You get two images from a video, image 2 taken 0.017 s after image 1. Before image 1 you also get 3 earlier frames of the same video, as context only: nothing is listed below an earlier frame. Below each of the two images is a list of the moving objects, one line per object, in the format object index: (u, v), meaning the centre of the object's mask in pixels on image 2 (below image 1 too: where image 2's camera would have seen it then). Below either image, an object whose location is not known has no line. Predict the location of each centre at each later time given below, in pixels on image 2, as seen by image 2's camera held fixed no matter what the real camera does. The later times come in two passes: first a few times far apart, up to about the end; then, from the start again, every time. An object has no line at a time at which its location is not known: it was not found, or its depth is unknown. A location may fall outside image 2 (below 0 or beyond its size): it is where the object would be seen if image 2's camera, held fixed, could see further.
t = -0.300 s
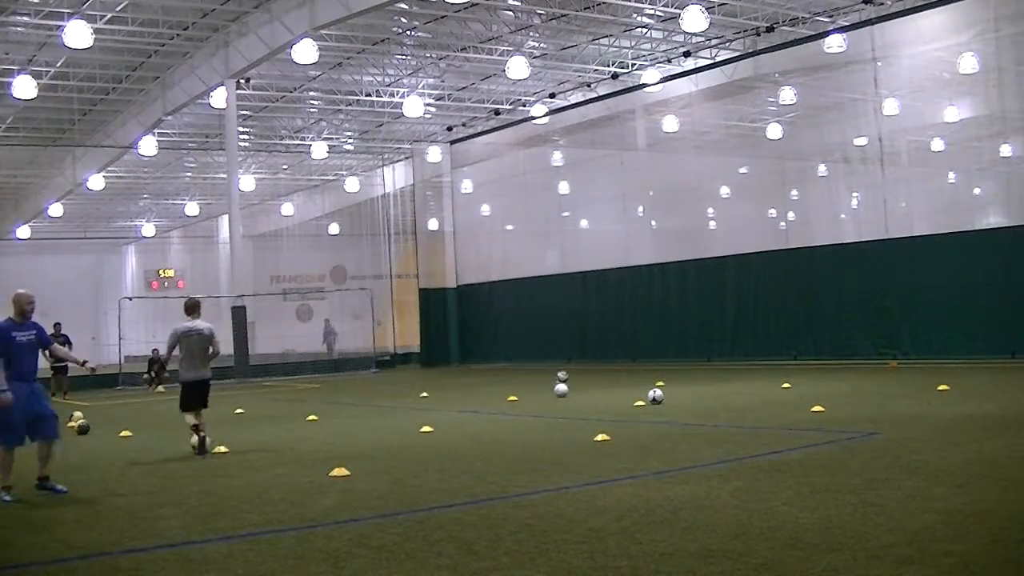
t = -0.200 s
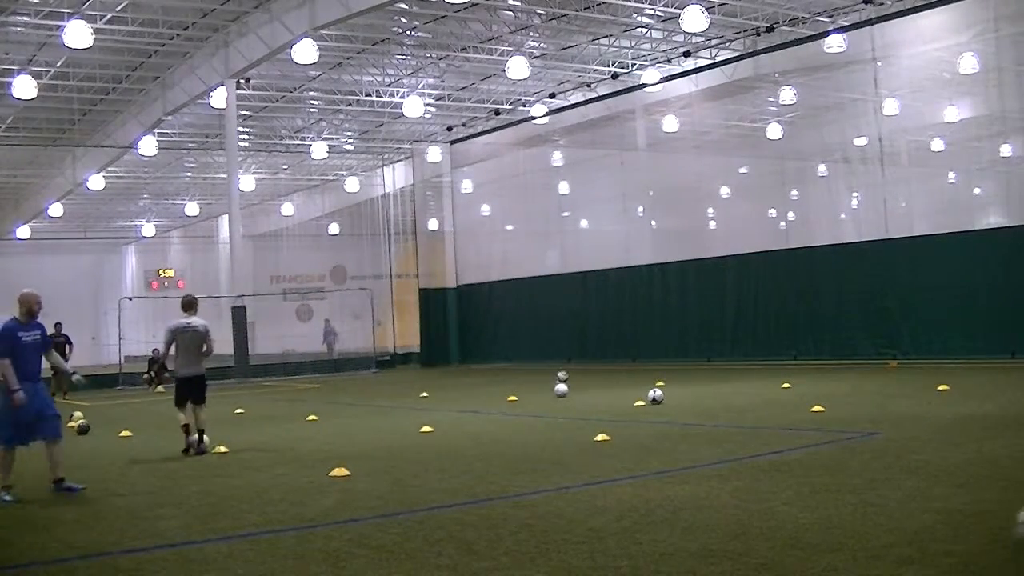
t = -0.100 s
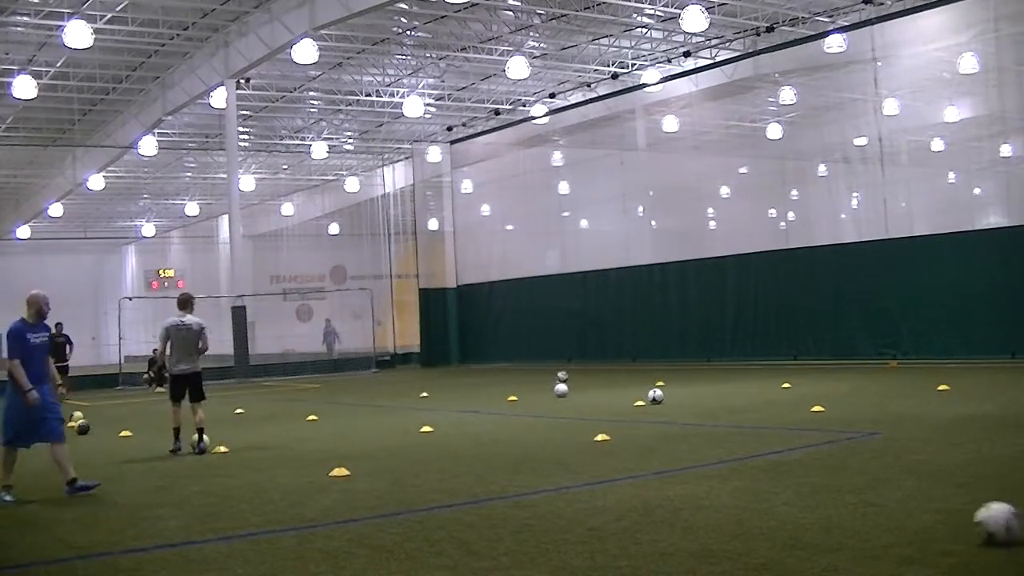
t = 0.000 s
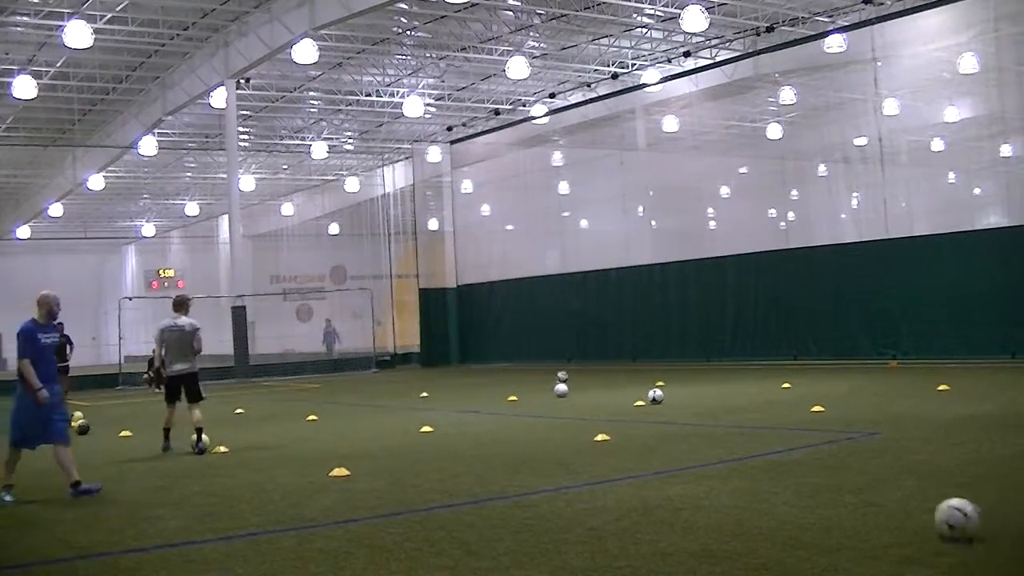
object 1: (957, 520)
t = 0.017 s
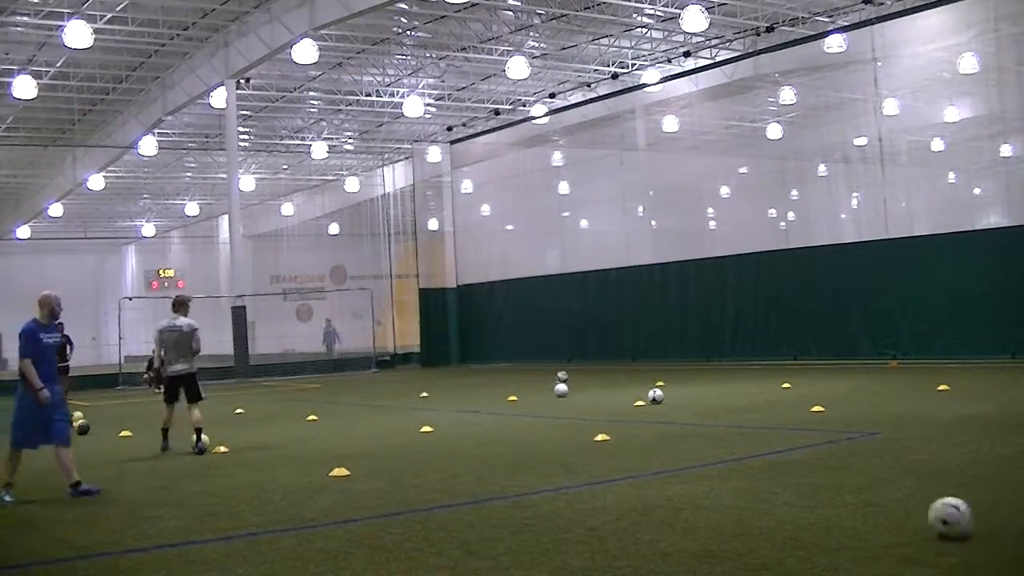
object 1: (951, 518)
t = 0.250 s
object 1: (870, 509)
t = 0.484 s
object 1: (800, 501)
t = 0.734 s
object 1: (737, 495)
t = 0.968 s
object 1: (684, 488)
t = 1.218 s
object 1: (637, 482)
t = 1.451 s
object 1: (598, 479)
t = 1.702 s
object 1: (561, 475)
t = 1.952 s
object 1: (528, 471)
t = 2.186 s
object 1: (501, 469)
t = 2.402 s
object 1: (479, 465)
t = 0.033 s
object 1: (945, 518)
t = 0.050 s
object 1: (937, 518)
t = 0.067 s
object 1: (933, 516)
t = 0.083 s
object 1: (927, 516)
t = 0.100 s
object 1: (920, 515)
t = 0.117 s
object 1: (914, 515)
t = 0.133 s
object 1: (908, 514)
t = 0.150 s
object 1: (903, 513)
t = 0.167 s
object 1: (898, 512)
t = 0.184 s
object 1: (892, 511)
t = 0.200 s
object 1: (887, 511)
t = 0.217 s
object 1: (881, 510)
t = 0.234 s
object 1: (876, 509)
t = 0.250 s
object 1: (870, 509)
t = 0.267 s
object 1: (864, 509)
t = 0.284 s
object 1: (859, 509)
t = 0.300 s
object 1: (852, 508)
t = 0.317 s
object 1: (848, 507)
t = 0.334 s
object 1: (843, 506)
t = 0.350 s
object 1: (839, 506)
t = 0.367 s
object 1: (834, 505)
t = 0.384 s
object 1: (828, 505)
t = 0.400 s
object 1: (823, 505)
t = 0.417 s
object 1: (818, 504)
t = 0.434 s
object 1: (813, 503)
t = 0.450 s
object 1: (809, 502)
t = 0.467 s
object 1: (805, 502)
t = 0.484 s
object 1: (800, 501)
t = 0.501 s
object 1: (793, 501)
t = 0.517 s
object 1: (789, 500)
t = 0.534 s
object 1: (786, 500)
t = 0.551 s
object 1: (781, 499)
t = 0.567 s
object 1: (777, 498)
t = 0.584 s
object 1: (772, 496)
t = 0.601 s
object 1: (767, 496)
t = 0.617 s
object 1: (763, 497)
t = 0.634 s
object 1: (759, 496)
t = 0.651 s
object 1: (755, 496)
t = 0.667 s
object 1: (751, 496)
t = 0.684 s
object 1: (748, 496)
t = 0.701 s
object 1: (744, 496)
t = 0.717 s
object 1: (741, 495)
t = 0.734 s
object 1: (737, 495)
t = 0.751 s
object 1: (734, 495)
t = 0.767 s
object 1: (729, 493)
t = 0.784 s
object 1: (725, 493)
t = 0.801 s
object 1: (722, 493)
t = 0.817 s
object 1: (717, 492)
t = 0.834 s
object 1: (713, 492)
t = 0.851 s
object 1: (710, 492)
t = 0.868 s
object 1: (705, 491)
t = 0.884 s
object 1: (702, 491)
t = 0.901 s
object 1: (699, 490)
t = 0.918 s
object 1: (695, 490)
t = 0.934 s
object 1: (692, 489)
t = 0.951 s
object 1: (688, 488)
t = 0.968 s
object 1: (684, 488)
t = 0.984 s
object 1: (681, 488)
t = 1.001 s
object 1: (678, 488)
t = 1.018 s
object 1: (675, 488)
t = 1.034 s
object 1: (671, 487)
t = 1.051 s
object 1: (668, 487)
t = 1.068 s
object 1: (665, 486)
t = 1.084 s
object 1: (662, 486)
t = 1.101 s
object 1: (659, 486)
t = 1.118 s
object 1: (656, 485)
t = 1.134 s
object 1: (653, 484)
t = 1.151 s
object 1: (649, 484)
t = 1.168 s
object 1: (646, 483)
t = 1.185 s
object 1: (643, 483)
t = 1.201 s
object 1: (640, 483)
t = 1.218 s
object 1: (637, 482)
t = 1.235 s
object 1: (634, 482)
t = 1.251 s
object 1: (631, 482)
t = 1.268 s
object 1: (628, 481)
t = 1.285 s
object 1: (624, 481)
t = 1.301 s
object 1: (622, 480)
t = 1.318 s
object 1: (619, 480)
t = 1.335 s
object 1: (616, 480)
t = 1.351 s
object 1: (613, 481)
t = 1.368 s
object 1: (611, 480)
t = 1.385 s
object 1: (607, 480)
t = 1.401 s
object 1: (606, 479)
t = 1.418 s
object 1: (602, 480)
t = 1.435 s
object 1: (600, 480)
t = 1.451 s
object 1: (598, 479)
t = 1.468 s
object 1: (596, 478)
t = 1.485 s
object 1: (593, 478)
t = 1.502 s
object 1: (591, 478)
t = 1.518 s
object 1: (589, 477)
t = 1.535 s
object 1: (586, 477)
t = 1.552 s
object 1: (583, 477)
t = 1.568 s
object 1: (580, 477)
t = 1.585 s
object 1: (578, 477)
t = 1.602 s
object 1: (576, 476)
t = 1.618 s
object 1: (573, 476)
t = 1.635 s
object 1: (570, 476)
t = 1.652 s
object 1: (568, 475)
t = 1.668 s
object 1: (566, 475)
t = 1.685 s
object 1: (563, 475)
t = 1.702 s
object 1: (561, 475)
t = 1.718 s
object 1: (559, 475)
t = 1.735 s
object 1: (557, 474)
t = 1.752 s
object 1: (554, 474)
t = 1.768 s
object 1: (552, 474)
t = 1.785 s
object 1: (550, 474)
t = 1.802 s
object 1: (548, 474)
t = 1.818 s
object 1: (546, 474)
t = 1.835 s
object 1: (544, 473)
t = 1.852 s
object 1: (542, 473)
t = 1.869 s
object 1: (540, 472)
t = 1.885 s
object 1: (537, 472)
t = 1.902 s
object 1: (535, 472)
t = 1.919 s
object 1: (533, 472)
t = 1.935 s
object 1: (530, 471)
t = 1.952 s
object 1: (528, 471)
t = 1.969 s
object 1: (526, 471)
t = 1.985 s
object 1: (524, 471)
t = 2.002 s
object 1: (522, 471)
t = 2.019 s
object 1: (520, 471)
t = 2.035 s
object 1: (518, 470)
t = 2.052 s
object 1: (516, 470)
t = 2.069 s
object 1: (514, 470)
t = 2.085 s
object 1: (513, 469)
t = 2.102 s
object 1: (511, 469)
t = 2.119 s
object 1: (508, 468)
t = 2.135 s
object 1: (507, 469)
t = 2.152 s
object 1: (505, 469)
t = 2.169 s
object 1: (503, 469)
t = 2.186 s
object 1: (501, 469)
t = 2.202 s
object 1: (500, 468)
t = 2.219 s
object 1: (498, 468)
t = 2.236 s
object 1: (496, 467)
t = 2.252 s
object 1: (495, 467)
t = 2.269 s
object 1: (493, 467)
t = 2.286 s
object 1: (491, 467)
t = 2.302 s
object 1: (489, 466)
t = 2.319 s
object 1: (487, 466)
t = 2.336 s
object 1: (486, 466)
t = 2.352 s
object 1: (485, 466)
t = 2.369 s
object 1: (483, 466)
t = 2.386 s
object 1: (481, 465)
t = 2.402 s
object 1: (479, 465)
